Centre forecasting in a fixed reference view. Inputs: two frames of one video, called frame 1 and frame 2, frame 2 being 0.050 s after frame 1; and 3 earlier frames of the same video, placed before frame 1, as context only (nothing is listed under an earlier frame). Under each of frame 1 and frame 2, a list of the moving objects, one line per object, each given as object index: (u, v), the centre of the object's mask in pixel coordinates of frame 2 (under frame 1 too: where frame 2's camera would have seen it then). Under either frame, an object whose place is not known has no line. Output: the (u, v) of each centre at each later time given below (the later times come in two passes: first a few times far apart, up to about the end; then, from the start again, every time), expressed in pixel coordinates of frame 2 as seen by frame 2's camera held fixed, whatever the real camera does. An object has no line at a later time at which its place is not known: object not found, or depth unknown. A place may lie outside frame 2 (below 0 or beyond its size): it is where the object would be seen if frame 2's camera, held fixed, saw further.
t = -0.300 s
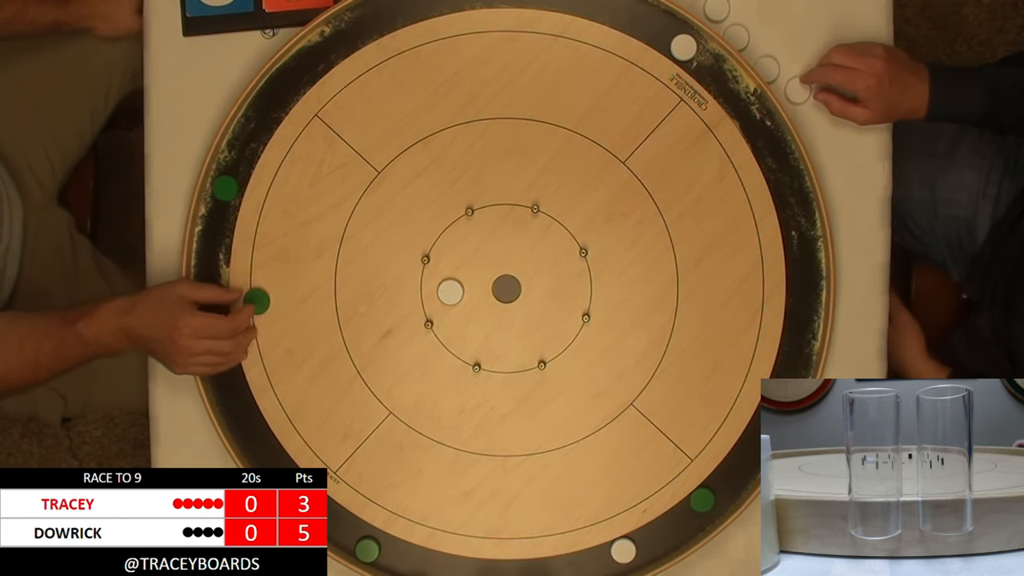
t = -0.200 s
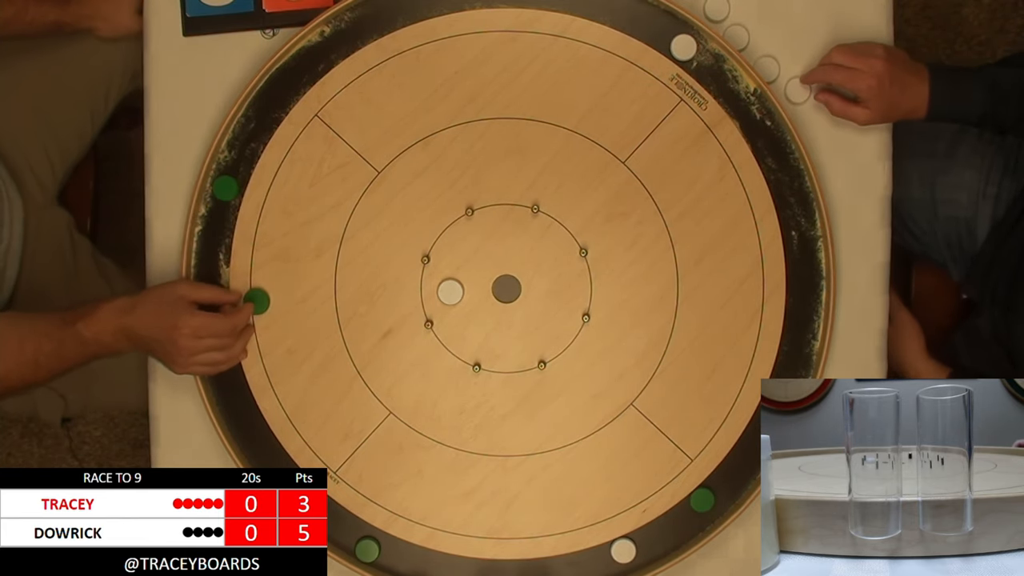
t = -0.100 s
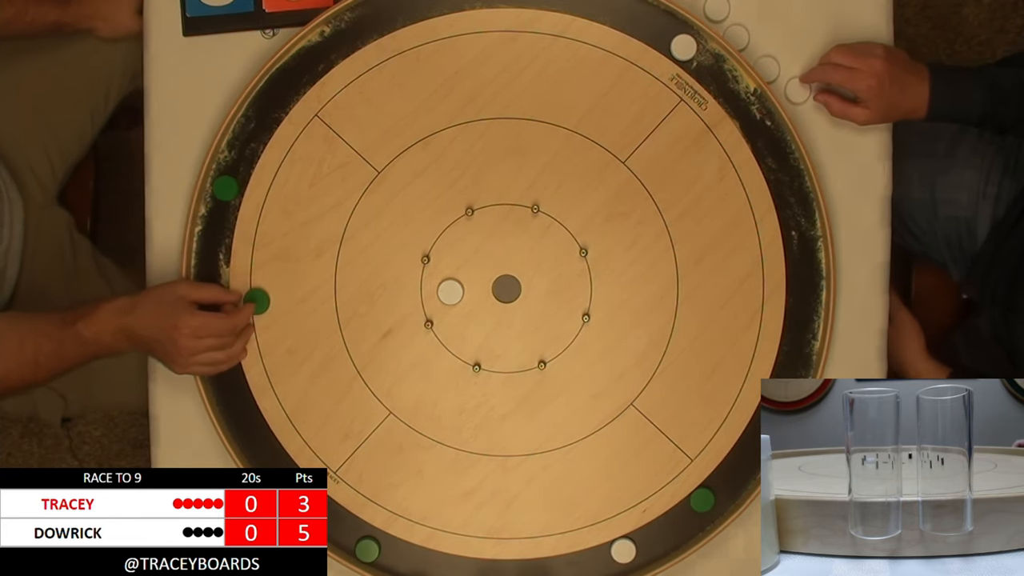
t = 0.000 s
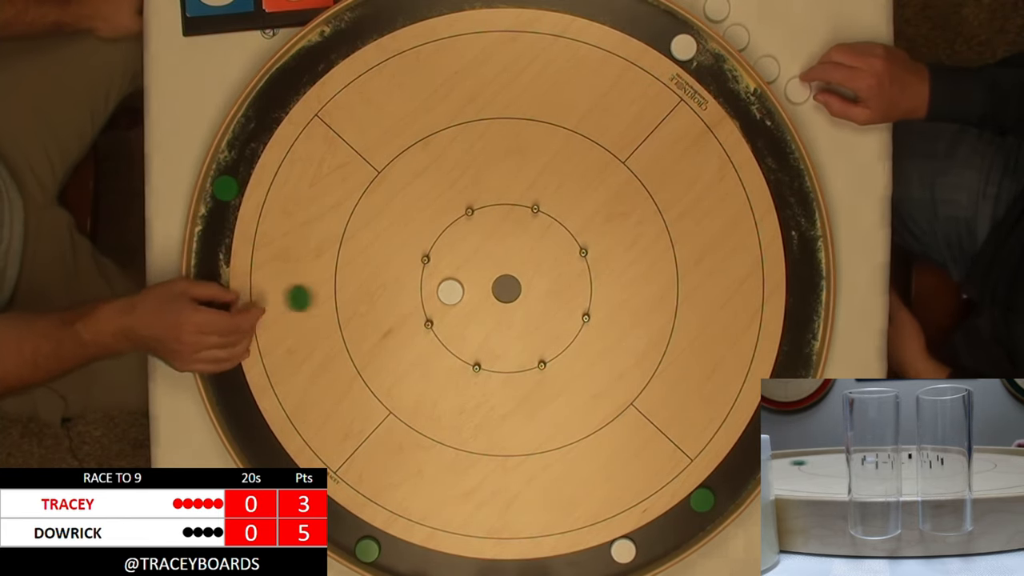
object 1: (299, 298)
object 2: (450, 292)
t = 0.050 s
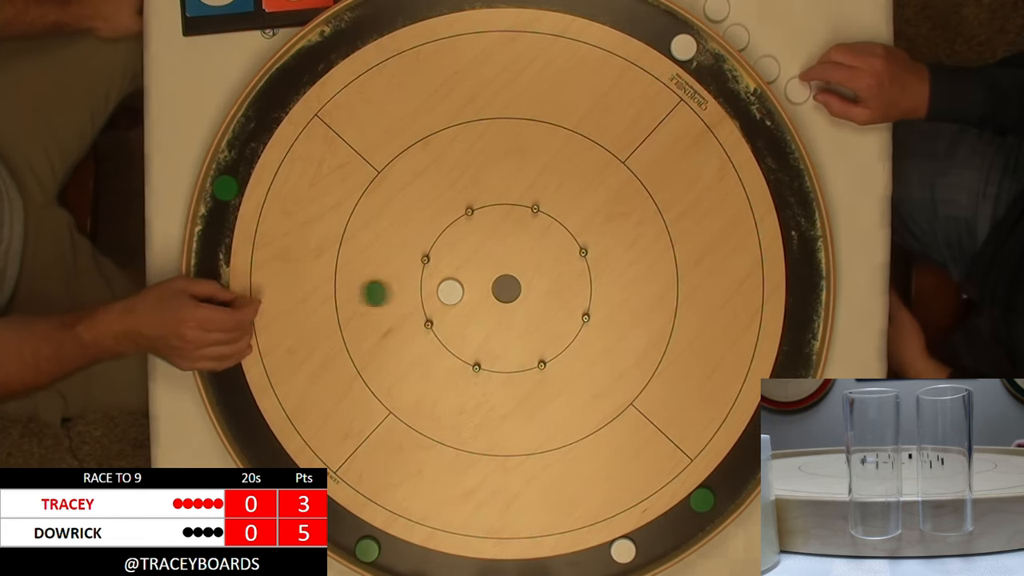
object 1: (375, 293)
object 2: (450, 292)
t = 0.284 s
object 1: (433, 281)
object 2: (613, 270)
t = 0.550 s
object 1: (433, 281)
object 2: (773, 299)
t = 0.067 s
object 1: (400, 292)
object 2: (450, 292)
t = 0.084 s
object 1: (423, 290)
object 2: (451, 292)
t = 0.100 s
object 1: (424, 289)
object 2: (471, 292)
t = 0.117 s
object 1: (426, 287)
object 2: (492, 292)
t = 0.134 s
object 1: (427, 286)
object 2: (511, 290)
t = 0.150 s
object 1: (428, 285)
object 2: (525, 285)
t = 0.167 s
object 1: (429, 284)
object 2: (533, 282)
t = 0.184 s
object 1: (430, 284)
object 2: (546, 281)
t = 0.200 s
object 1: (430, 283)
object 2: (557, 275)
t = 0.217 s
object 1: (431, 283)
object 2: (567, 271)
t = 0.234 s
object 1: (432, 282)
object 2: (580, 268)
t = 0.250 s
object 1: (432, 282)
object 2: (591, 267)
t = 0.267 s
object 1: (433, 281)
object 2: (603, 267)
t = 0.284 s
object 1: (433, 281)
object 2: (613, 270)
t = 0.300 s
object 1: (433, 281)
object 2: (625, 273)
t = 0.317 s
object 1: (433, 281)
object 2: (636, 274)
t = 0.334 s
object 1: (433, 281)
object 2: (647, 276)
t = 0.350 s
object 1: (433, 281)
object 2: (657, 278)
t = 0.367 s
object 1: (433, 281)
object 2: (668, 280)
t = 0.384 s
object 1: (433, 281)
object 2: (679, 281)
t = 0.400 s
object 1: (433, 281)
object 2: (690, 282)
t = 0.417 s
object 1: (433, 281)
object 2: (700, 285)
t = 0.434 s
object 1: (433, 281)
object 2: (709, 286)
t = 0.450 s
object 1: (433, 281)
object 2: (719, 286)
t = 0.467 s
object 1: (433, 281)
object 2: (728, 288)
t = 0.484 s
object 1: (433, 281)
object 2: (737, 291)
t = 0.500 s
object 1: (433, 281)
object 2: (746, 294)
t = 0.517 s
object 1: (433, 281)
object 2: (754, 295)
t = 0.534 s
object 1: (433, 281)
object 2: (763, 297)
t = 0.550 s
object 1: (433, 281)
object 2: (773, 299)
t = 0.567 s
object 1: (433, 281)
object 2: (782, 298)
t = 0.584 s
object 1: (433, 281)
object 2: (790, 300)
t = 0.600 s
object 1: (433, 281)
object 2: (797, 302)
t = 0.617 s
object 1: (433, 281)
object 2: (804, 302)
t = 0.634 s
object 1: (433, 281)
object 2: (810, 303)
